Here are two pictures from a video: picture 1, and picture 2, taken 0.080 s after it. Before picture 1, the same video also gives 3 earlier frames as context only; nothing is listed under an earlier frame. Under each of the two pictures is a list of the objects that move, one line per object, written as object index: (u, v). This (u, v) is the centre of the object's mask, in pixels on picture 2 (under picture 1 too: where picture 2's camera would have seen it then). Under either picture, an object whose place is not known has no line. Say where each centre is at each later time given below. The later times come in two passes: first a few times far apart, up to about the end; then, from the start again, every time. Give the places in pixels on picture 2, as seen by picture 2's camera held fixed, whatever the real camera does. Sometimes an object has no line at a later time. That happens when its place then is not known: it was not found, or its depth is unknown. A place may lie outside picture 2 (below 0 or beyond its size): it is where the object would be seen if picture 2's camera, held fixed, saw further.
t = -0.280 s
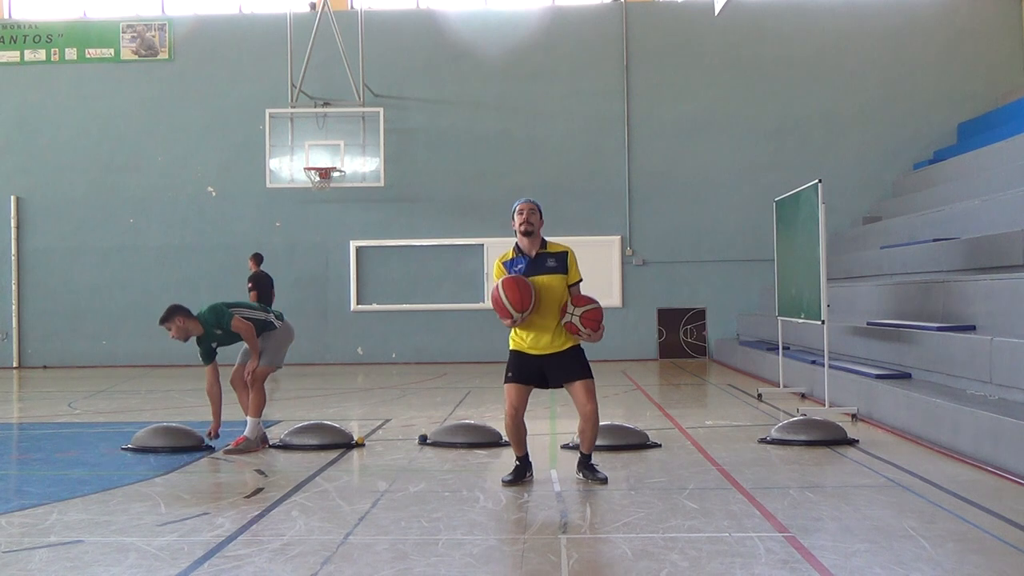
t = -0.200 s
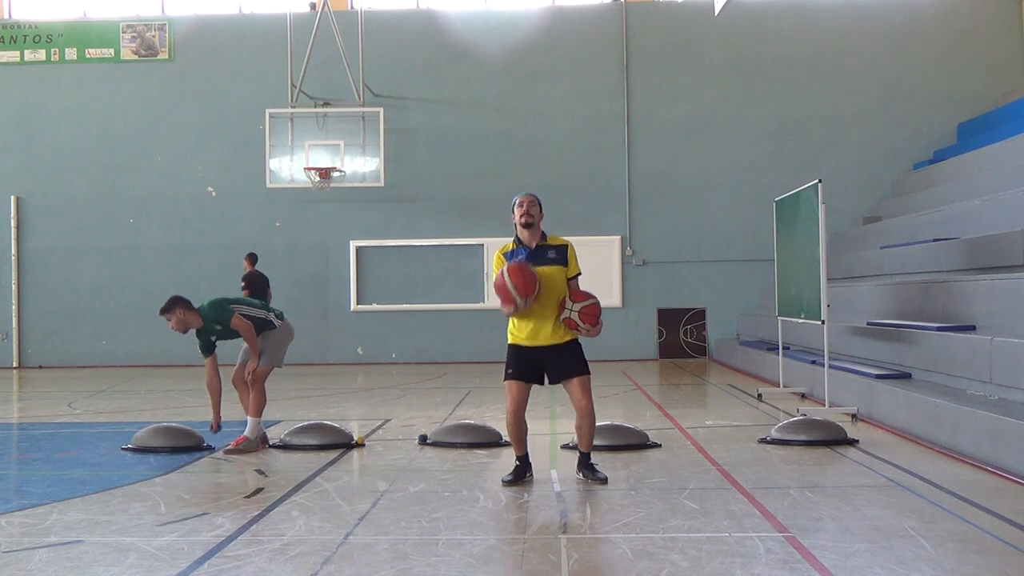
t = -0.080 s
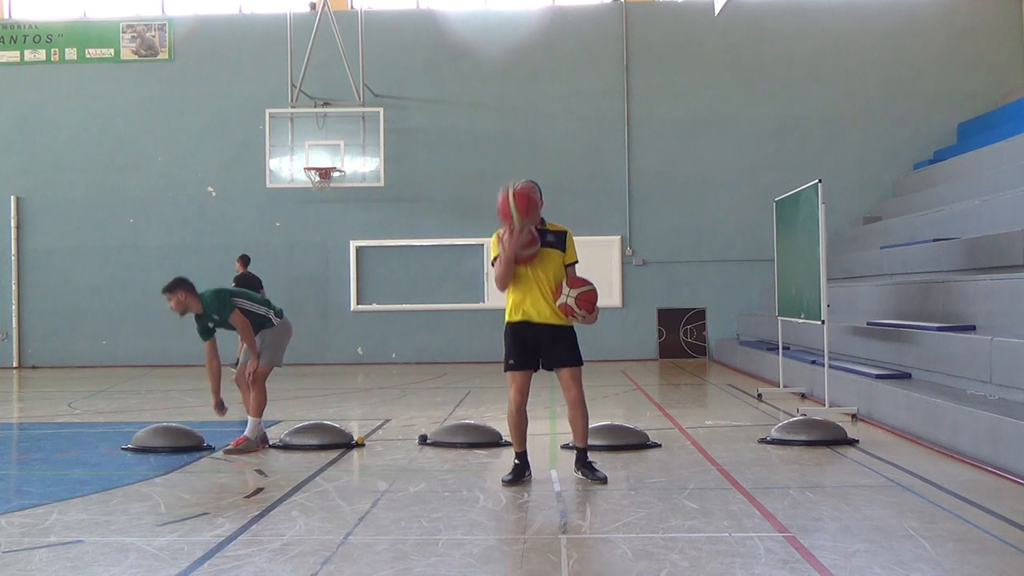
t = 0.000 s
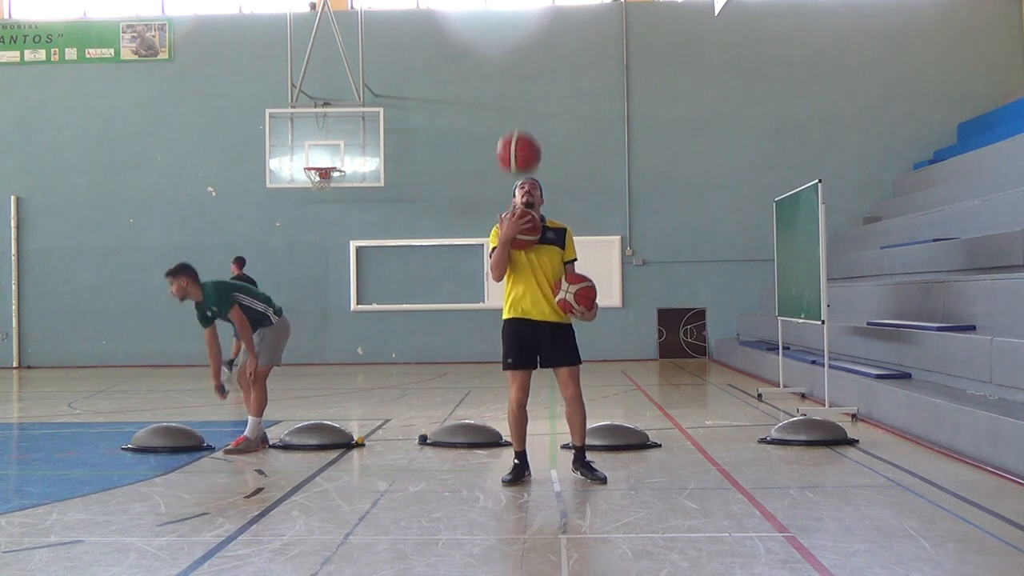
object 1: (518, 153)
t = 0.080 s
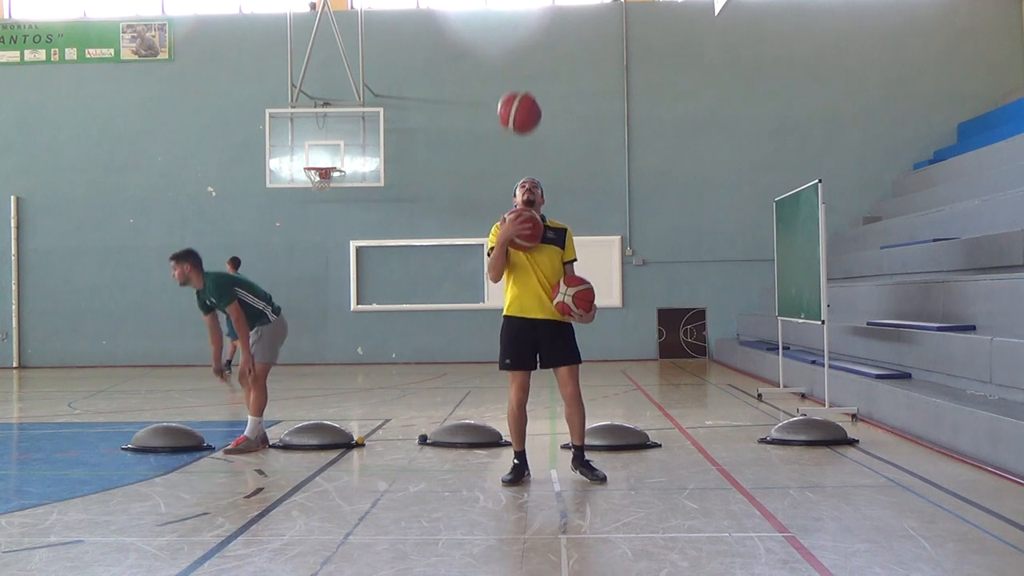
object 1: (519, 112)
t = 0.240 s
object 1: (520, 66)
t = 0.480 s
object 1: (523, 80)
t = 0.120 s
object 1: (519, 96)
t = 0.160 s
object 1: (520, 83)
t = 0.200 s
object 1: (520, 73)
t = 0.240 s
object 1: (520, 66)
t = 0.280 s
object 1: (521, 62)
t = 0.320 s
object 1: (521, 60)
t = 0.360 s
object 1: (522, 61)
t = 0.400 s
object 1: (522, 65)
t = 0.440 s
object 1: (523, 71)
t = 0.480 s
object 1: (523, 80)
